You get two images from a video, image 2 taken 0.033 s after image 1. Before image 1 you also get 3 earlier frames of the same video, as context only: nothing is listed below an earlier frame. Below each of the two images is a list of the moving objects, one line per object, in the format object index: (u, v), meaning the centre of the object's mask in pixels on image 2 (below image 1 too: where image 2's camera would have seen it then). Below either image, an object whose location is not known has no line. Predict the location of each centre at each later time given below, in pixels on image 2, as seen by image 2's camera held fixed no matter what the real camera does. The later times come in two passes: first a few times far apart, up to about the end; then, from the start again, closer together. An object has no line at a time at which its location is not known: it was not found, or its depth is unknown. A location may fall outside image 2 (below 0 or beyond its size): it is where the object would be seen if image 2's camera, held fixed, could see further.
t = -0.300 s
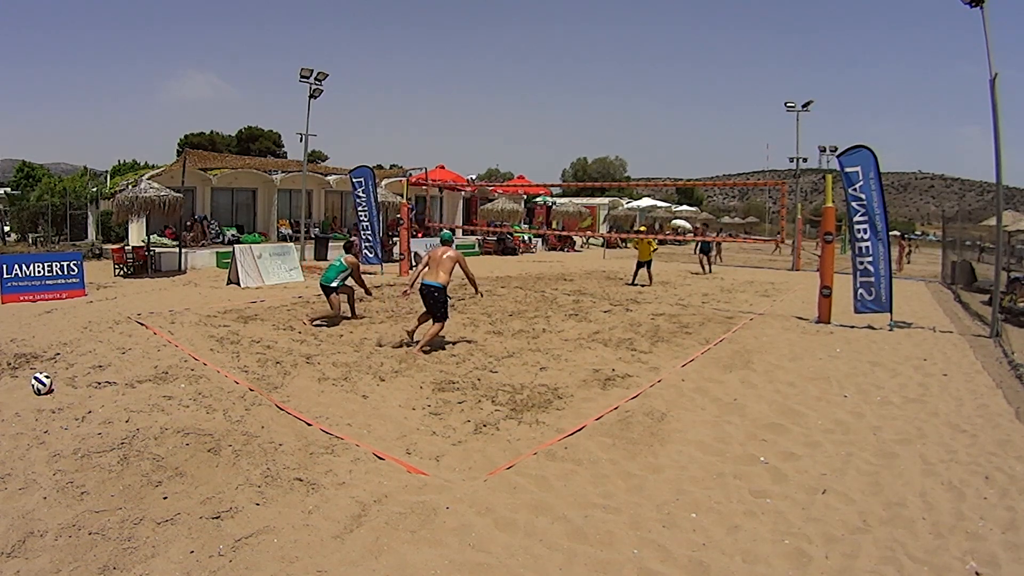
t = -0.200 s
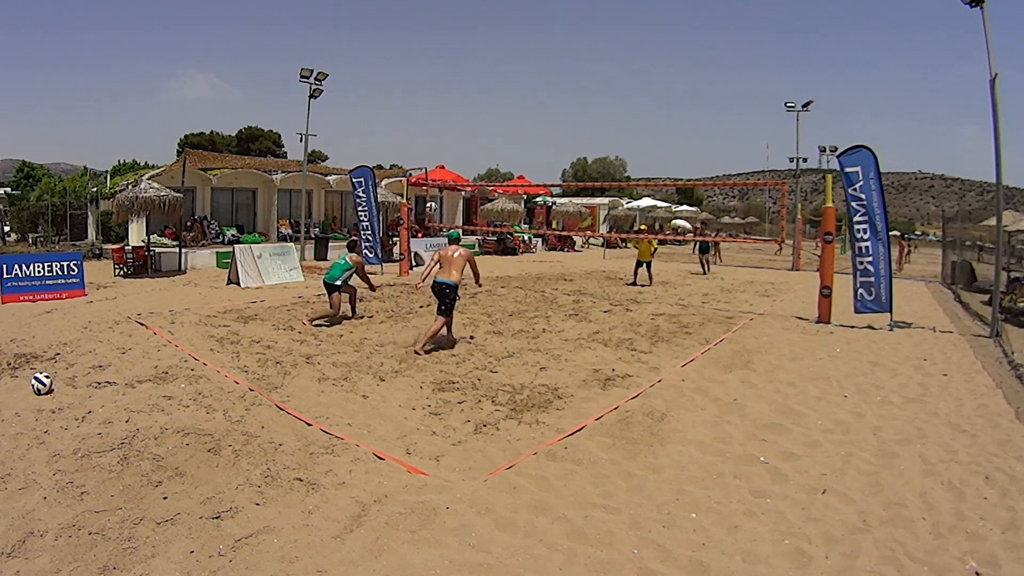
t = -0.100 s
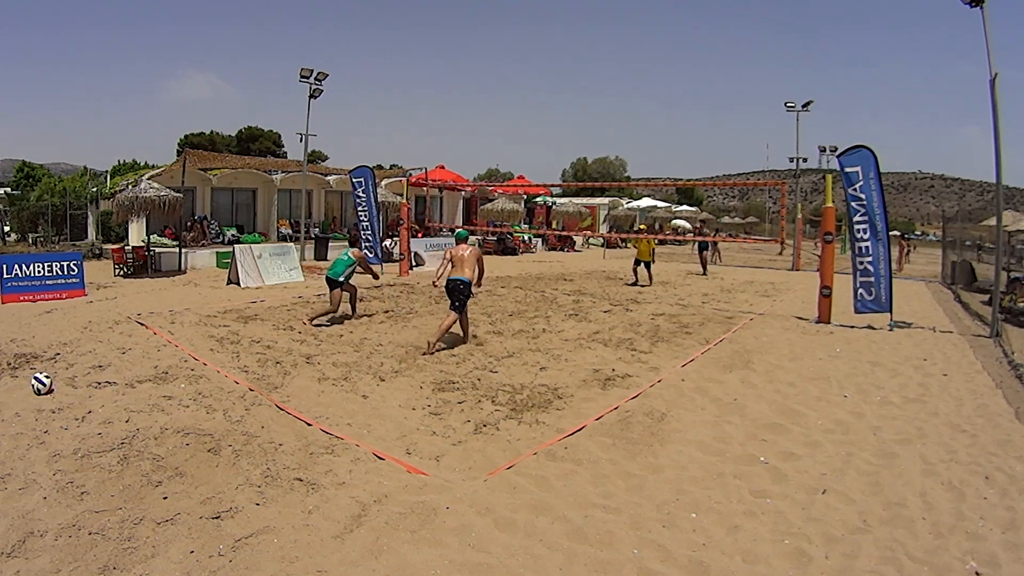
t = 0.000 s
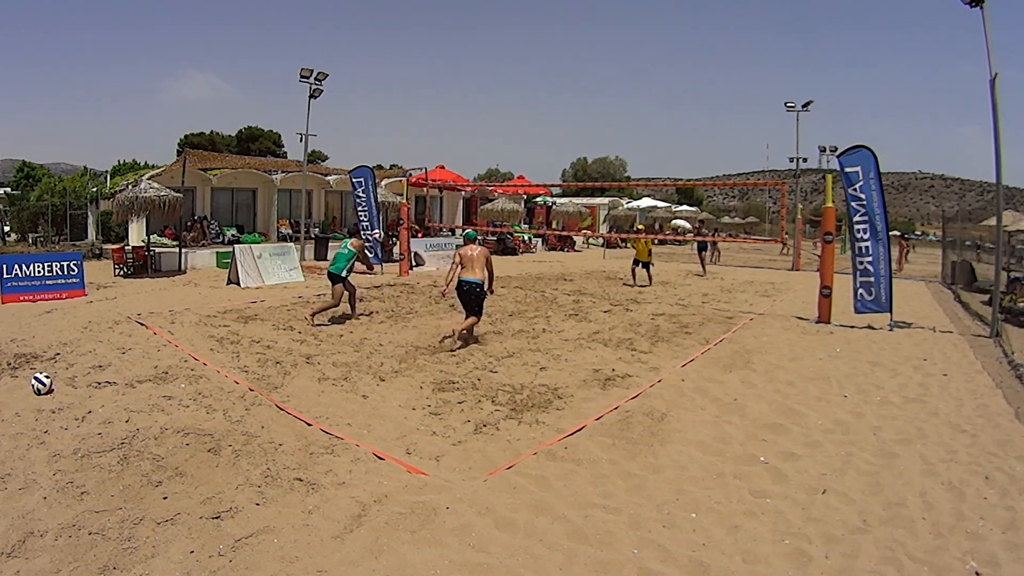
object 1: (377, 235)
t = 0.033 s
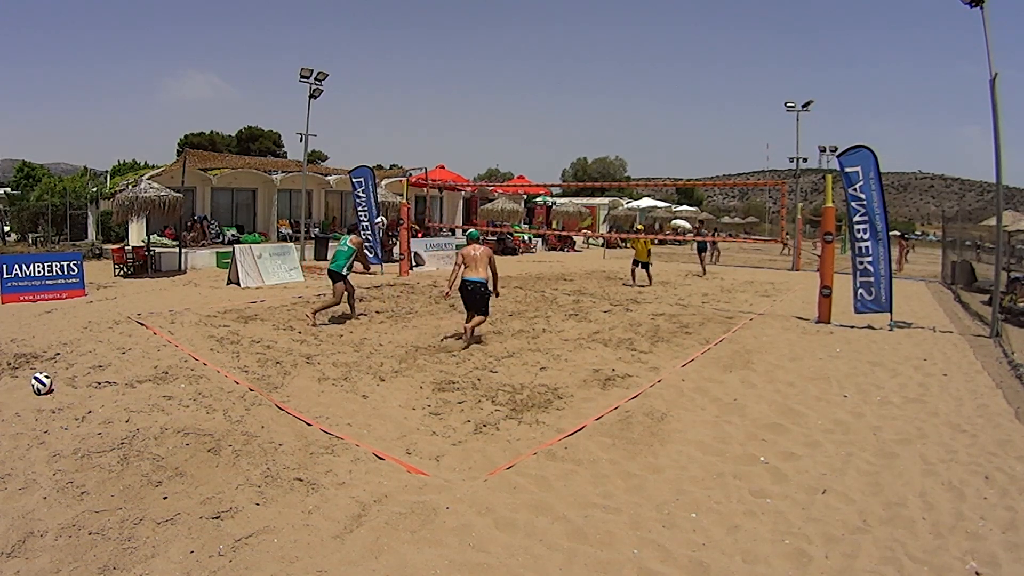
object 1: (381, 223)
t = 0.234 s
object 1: (402, 160)
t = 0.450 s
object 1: (422, 121)
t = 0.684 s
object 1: (441, 110)
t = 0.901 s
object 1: (455, 127)
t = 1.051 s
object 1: (464, 153)
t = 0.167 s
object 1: (395, 177)
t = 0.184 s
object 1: (397, 173)
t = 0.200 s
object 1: (398, 168)
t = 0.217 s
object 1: (400, 163)
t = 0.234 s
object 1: (402, 160)
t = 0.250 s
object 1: (403, 156)
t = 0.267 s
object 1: (405, 152)
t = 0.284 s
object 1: (407, 148)
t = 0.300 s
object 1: (408, 145)
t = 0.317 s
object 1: (410, 141)
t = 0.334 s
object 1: (411, 138)
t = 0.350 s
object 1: (413, 135)
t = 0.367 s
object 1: (415, 132)
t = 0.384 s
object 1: (416, 129)
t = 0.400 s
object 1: (417, 127)
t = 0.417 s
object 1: (419, 125)
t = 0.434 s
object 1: (420, 123)
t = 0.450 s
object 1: (422, 121)
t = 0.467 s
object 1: (423, 119)
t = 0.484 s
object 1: (424, 117)
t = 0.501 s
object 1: (426, 116)
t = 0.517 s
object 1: (427, 115)
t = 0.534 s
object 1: (429, 114)
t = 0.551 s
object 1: (430, 113)
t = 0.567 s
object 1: (431, 112)
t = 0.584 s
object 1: (433, 111)
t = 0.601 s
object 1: (434, 111)
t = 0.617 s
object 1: (436, 110)
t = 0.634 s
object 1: (437, 110)
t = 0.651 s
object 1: (438, 110)
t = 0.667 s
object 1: (439, 111)
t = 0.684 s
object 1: (441, 110)
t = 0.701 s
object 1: (442, 111)
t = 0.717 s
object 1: (443, 111)
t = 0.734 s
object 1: (444, 112)
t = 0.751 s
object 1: (445, 113)
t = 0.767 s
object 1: (447, 114)
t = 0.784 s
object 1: (448, 115)
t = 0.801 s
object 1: (449, 116)
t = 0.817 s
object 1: (450, 118)
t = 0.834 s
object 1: (451, 119)
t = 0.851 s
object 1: (452, 121)
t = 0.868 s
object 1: (453, 123)
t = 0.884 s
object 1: (454, 124)
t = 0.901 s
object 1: (455, 127)
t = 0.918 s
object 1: (456, 129)
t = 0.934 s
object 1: (457, 132)
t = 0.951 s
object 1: (458, 134)
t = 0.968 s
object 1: (459, 137)
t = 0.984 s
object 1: (460, 140)
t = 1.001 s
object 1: (461, 143)
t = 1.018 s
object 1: (462, 146)
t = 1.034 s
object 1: (463, 149)
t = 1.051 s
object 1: (464, 153)
